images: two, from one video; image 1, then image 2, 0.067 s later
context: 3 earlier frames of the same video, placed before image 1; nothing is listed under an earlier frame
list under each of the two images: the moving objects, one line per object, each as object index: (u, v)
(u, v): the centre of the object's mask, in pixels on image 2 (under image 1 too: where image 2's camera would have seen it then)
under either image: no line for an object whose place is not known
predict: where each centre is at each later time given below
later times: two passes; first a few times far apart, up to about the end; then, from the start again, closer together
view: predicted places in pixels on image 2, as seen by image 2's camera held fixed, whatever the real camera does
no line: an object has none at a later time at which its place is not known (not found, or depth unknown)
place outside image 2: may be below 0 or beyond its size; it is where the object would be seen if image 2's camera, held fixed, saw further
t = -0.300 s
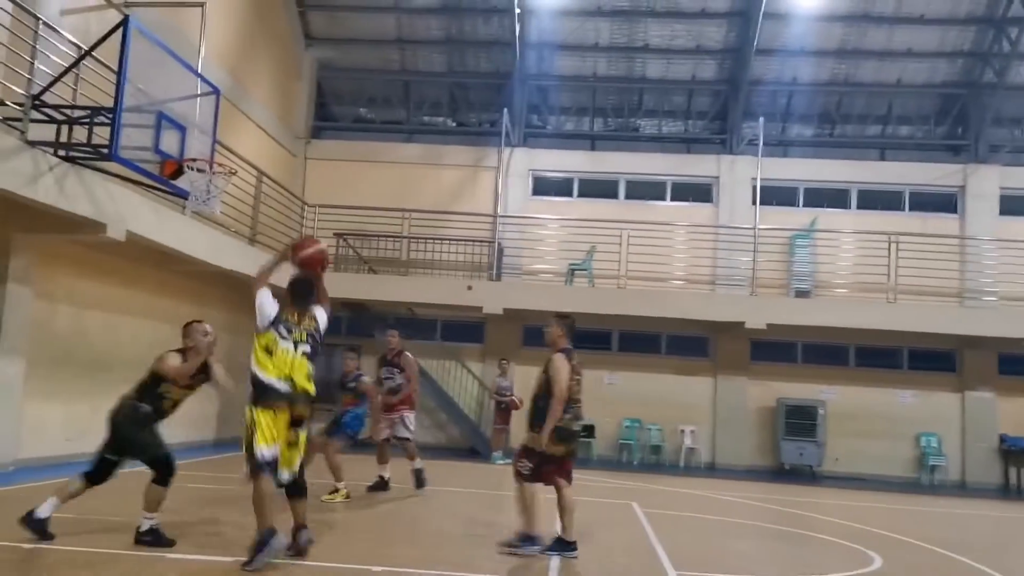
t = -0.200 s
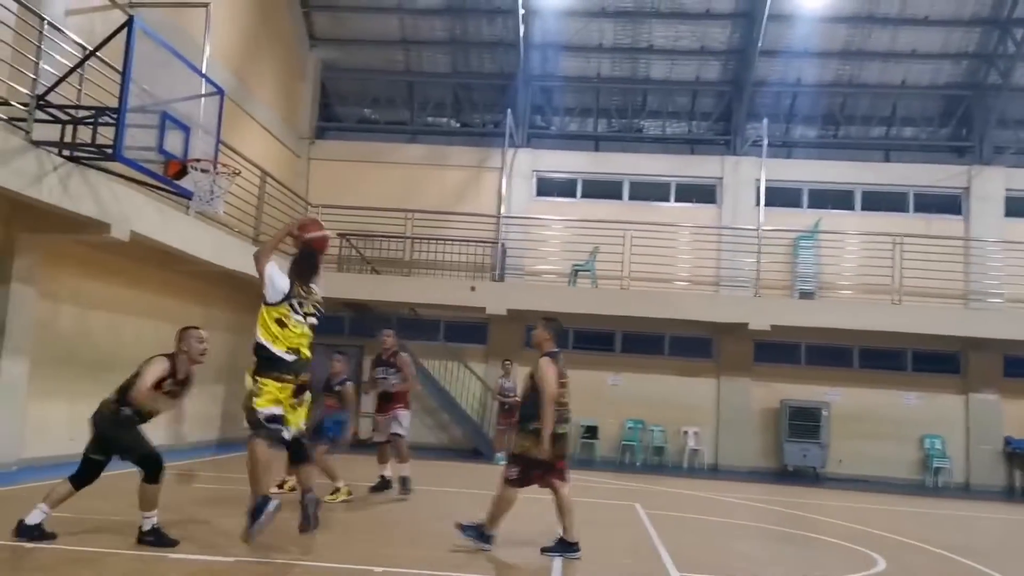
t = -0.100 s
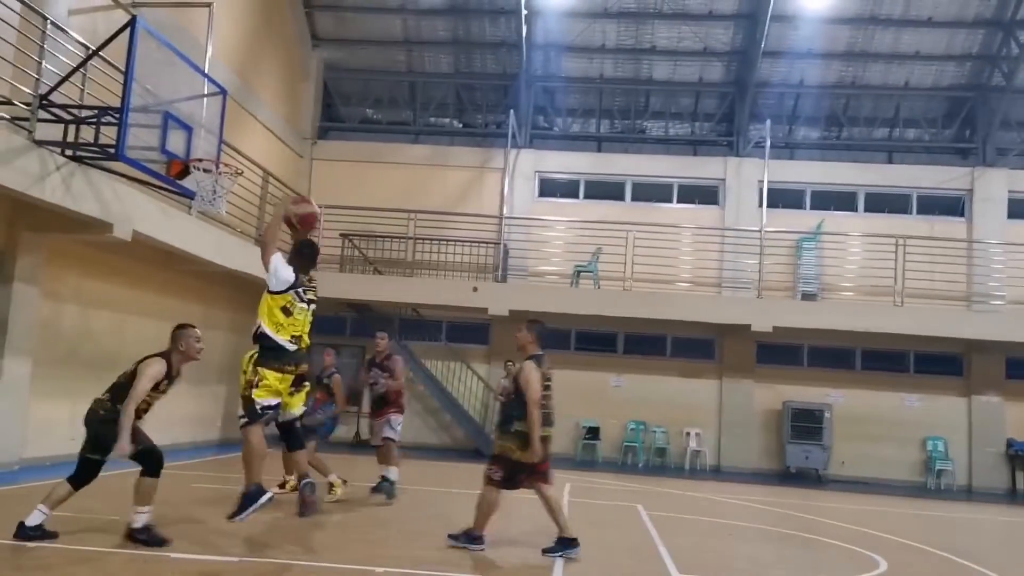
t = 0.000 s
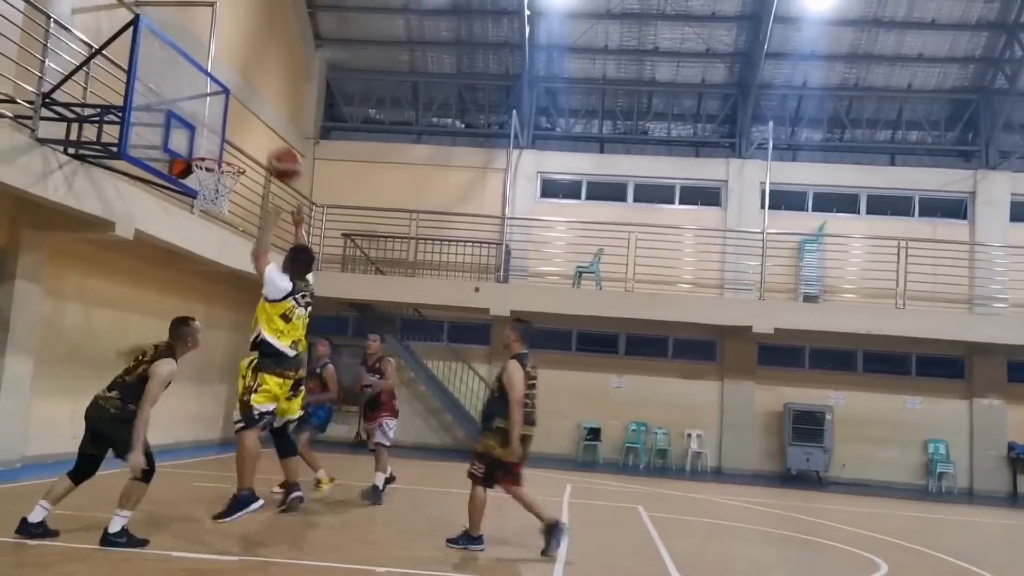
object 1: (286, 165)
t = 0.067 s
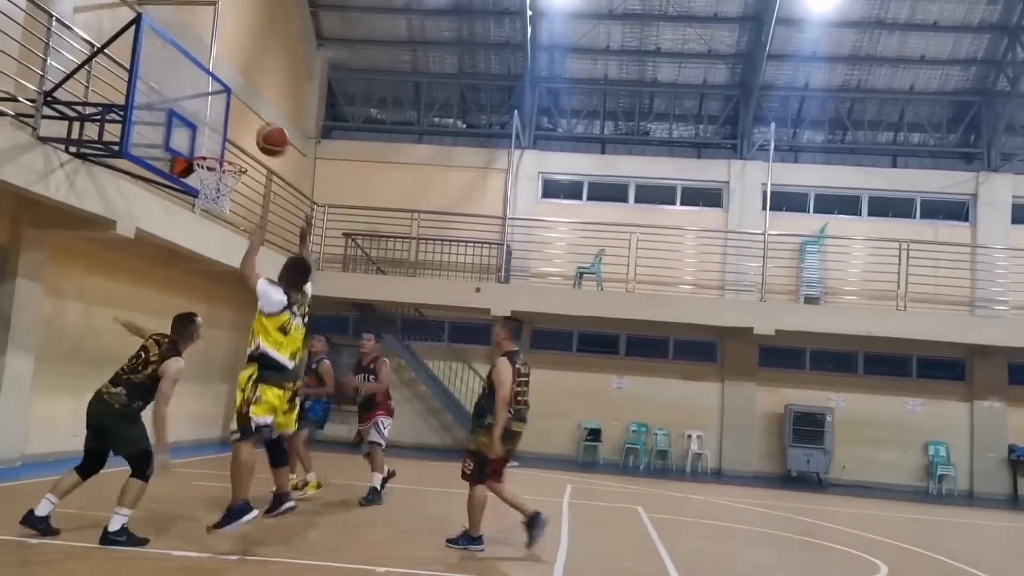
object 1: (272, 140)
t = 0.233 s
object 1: (242, 112)
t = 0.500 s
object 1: (194, 138)
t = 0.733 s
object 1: (223, 137)
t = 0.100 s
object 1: (266, 131)
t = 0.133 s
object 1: (259, 124)
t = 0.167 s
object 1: (253, 118)
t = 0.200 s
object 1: (247, 114)
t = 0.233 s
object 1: (242, 112)
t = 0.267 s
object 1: (235, 111)
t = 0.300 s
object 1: (229, 111)
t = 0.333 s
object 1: (223, 113)
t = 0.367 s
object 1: (217, 116)
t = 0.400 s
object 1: (212, 120)
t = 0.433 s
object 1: (205, 125)
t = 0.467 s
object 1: (200, 131)
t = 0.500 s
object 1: (194, 138)
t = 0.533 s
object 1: (188, 146)
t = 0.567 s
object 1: (193, 141)
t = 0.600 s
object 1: (199, 138)
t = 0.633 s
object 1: (205, 136)
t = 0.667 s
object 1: (212, 135)
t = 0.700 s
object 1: (217, 135)
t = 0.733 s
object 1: (223, 137)
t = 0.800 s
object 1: (228, 140)
